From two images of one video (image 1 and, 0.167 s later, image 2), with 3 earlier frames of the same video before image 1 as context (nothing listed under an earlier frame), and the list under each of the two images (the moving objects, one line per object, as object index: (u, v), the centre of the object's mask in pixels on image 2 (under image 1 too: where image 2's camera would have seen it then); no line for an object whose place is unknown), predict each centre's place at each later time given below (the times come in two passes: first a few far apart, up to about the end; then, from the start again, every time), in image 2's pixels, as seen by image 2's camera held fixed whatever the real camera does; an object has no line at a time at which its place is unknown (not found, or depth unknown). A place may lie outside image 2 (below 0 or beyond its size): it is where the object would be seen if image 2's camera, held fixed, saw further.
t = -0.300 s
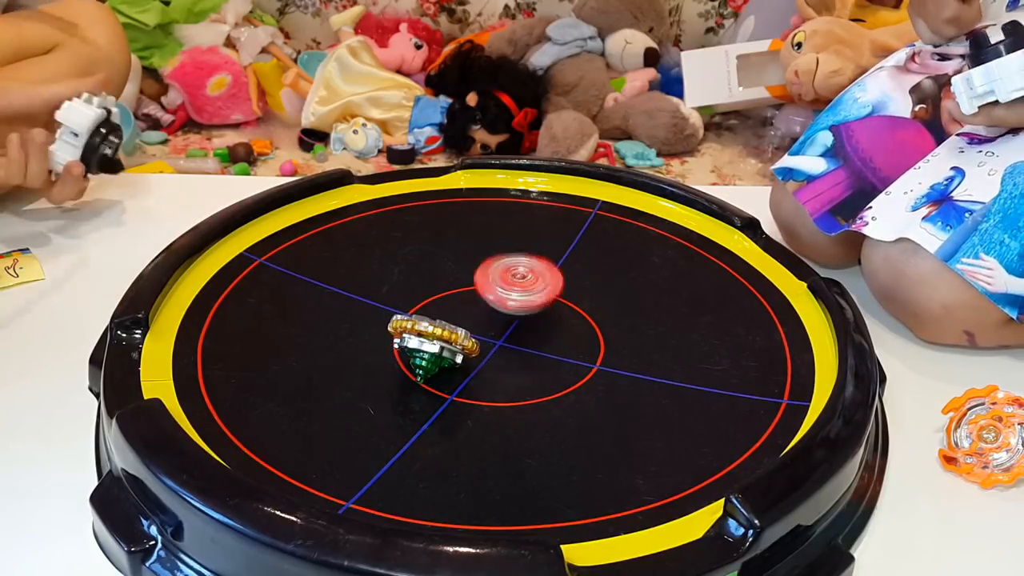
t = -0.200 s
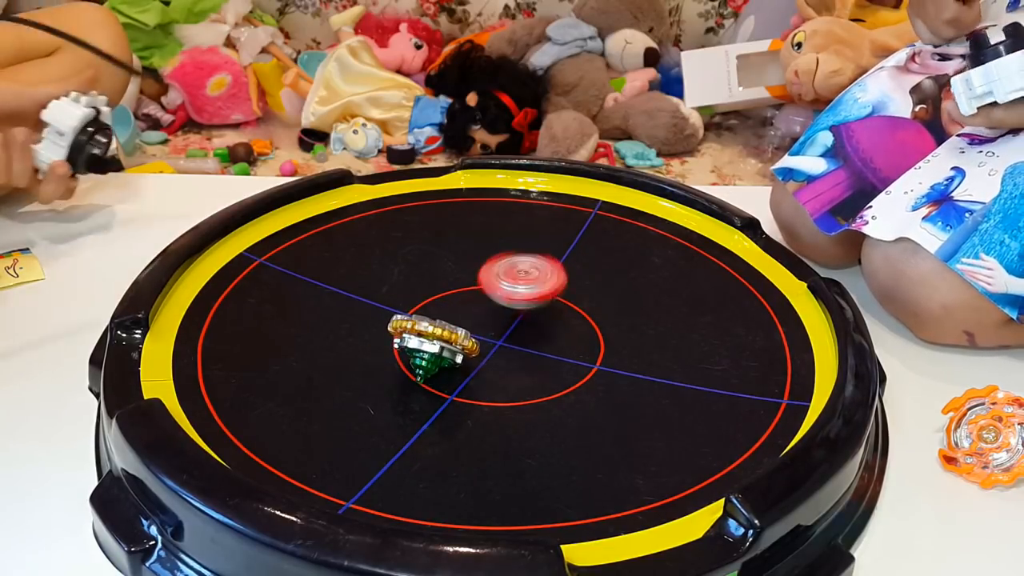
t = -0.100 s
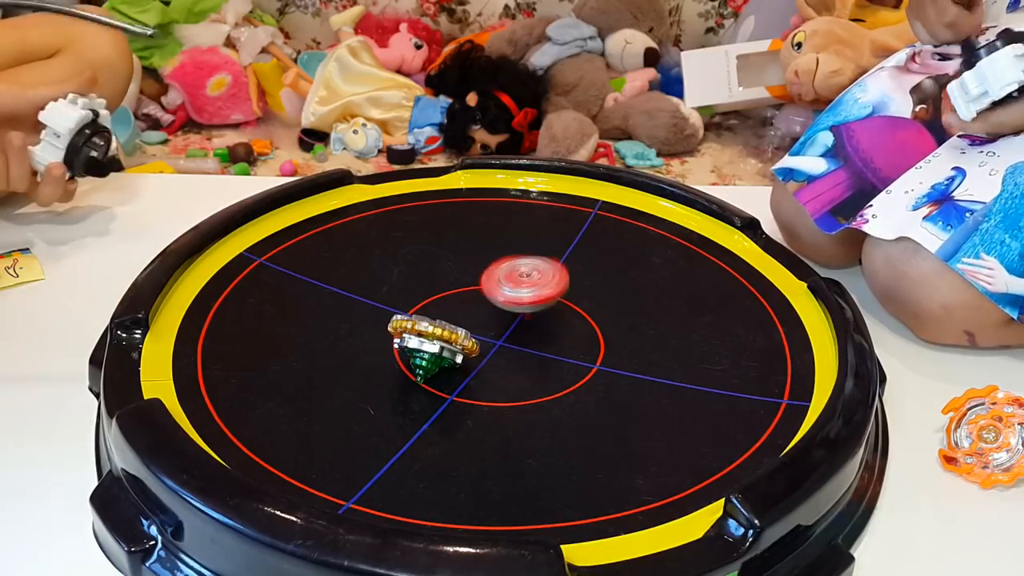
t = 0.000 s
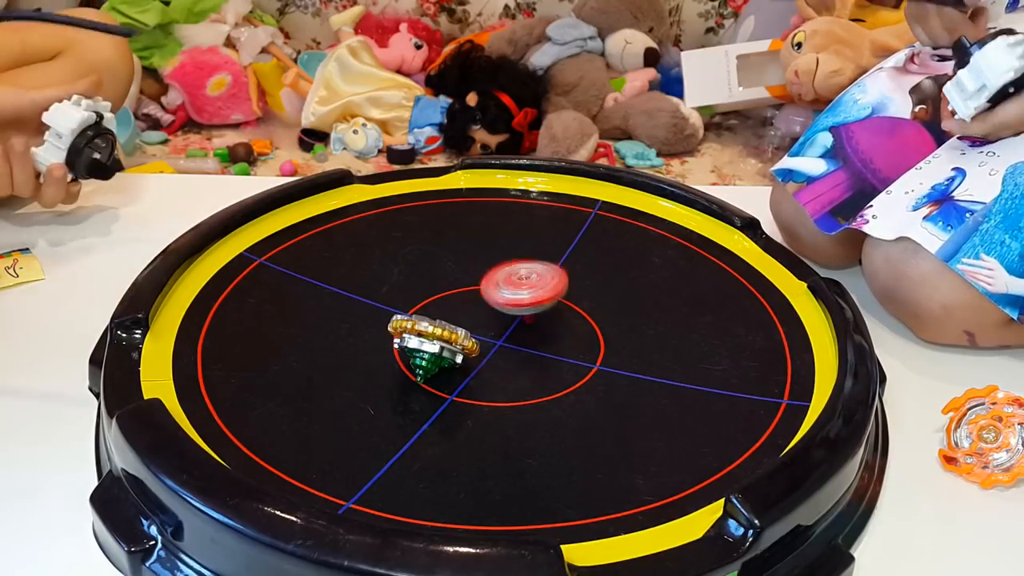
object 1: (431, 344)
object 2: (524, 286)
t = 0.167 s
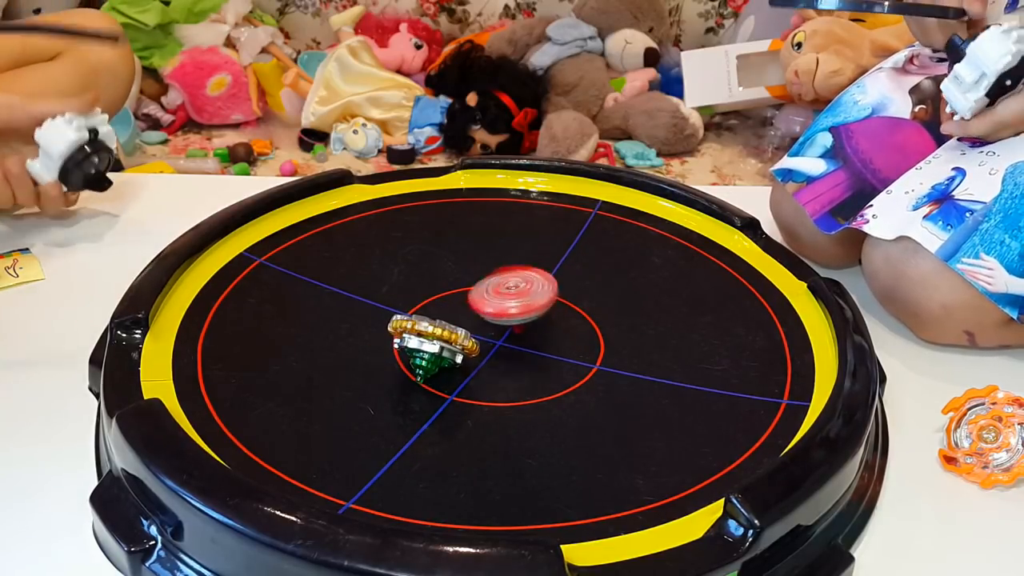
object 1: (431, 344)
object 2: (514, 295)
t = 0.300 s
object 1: (431, 344)
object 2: (504, 300)
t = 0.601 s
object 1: (431, 344)
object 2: (479, 294)
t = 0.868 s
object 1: (431, 344)
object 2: (477, 292)
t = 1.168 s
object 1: (431, 344)
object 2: (494, 305)
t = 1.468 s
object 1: (423, 344)
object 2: (506, 319)
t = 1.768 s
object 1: (410, 341)
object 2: (566, 347)
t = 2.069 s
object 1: (410, 341)
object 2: (608, 339)
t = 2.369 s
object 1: (410, 341)
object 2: (609, 333)
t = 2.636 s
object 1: (410, 341)
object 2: (596, 319)
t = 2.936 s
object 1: (411, 341)
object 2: (552, 330)
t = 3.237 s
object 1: (411, 341)
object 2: (557, 343)
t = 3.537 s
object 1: (411, 341)
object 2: (551, 327)
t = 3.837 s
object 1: (411, 341)
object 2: (550, 329)
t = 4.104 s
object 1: (411, 341)
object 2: (550, 328)
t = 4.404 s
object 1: (411, 341)
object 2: (549, 329)
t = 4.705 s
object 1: (411, 341)
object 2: (552, 325)
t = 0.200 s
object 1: (431, 344)
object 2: (510, 297)
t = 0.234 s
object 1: (431, 344)
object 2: (507, 298)
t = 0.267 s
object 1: (431, 344)
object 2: (505, 299)
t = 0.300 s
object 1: (431, 344)
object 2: (504, 300)
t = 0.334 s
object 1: (431, 344)
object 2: (501, 301)
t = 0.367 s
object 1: (431, 344)
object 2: (497, 300)
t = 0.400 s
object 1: (431, 344)
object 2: (494, 300)
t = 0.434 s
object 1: (431, 344)
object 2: (492, 299)
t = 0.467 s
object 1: (431, 344)
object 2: (488, 298)
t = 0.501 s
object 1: (431, 344)
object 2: (484, 297)
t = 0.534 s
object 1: (431, 344)
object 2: (479, 296)
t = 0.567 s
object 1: (431, 344)
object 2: (478, 295)
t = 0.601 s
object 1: (431, 344)
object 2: (479, 294)
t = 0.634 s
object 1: (431, 344)
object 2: (477, 294)
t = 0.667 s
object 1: (431, 344)
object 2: (475, 293)
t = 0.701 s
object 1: (431, 344)
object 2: (475, 291)
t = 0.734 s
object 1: (431, 344)
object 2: (474, 291)
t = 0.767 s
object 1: (431, 344)
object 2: (476, 289)
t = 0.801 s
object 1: (431, 344)
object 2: (480, 290)
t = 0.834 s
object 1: (431, 344)
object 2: (478, 292)
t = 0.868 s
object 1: (431, 344)
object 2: (477, 292)
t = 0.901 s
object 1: (431, 344)
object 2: (479, 291)
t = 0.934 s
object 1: (431, 344)
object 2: (482, 293)
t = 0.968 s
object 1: (431, 344)
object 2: (486, 295)
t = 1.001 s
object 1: (431, 344)
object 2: (488, 296)
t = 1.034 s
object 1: (431, 344)
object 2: (488, 298)
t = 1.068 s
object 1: (431, 344)
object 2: (490, 299)
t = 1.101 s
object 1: (431, 344)
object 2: (492, 301)
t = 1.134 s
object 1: (431, 344)
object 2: (493, 303)
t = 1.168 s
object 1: (431, 344)
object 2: (494, 305)
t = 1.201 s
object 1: (431, 344)
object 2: (494, 307)
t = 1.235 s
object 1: (431, 344)
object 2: (493, 308)
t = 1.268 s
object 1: (430, 344)
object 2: (495, 309)
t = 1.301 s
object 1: (430, 344)
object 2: (495, 310)
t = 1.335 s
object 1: (428, 344)
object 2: (496, 311)
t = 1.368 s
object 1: (426, 345)
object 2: (501, 310)
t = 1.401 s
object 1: (426, 345)
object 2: (504, 312)
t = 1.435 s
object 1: (426, 345)
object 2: (506, 316)
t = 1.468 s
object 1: (423, 344)
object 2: (506, 319)
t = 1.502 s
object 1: (414, 343)
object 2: (514, 325)
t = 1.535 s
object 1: (408, 341)
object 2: (521, 330)
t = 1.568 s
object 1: (408, 341)
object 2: (530, 331)
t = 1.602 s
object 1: (410, 341)
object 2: (537, 336)
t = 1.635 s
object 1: (410, 341)
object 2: (544, 338)
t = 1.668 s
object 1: (410, 341)
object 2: (550, 340)
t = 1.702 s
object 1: (410, 341)
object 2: (556, 342)
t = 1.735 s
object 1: (410, 341)
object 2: (561, 345)
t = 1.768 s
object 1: (410, 341)
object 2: (566, 347)
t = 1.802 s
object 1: (410, 341)
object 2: (572, 349)
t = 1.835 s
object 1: (410, 341)
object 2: (579, 349)
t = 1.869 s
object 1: (410, 341)
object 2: (586, 349)
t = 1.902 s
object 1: (410, 341)
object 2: (593, 348)
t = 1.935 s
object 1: (410, 341)
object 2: (598, 347)
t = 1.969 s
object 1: (410, 341)
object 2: (601, 345)
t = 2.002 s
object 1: (410, 341)
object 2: (604, 343)
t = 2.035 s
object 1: (410, 341)
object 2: (606, 341)
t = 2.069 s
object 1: (410, 341)
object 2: (608, 339)
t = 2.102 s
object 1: (411, 341)
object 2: (608, 338)
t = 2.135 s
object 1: (410, 341)
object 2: (609, 337)
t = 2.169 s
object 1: (410, 341)
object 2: (609, 337)
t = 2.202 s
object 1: (411, 341)
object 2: (609, 336)
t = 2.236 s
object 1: (411, 341)
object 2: (609, 336)
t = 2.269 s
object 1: (411, 341)
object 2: (609, 335)
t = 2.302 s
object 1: (411, 341)
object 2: (609, 335)
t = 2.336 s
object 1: (411, 341)
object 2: (609, 334)
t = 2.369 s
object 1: (410, 341)
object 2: (609, 333)
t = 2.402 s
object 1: (410, 341)
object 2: (609, 333)
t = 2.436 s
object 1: (411, 341)
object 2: (609, 331)
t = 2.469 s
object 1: (410, 341)
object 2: (608, 330)
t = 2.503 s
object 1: (410, 341)
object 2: (606, 328)
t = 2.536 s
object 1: (411, 341)
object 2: (604, 326)
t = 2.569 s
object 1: (411, 341)
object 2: (602, 324)
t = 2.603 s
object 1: (410, 341)
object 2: (599, 322)
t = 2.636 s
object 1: (410, 341)
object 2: (596, 319)
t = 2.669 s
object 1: (410, 341)
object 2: (593, 317)
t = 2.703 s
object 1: (410, 341)
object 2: (587, 315)
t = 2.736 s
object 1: (410, 341)
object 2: (581, 315)
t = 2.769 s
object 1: (410, 341)
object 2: (575, 315)
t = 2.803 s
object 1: (410, 341)
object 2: (568, 317)
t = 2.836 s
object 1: (410, 341)
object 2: (562, 320)
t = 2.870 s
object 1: (410, 341)
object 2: (558, 323)
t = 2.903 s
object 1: (411, 341)
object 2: (554, 327)
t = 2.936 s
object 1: (411, 341)
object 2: (552, 330)
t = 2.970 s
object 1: (411, 341)
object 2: (551, 333)
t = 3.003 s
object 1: (411, 341)
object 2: (552, 337)
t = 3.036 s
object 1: (411, 341)
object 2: (553, 340)
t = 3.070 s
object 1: (411, 341)
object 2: (555, 342)
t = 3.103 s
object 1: (411, 341)
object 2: (556, 343)
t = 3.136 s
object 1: (411, 341)
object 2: (558, 344)
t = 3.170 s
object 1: (411, 341)
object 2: (558, 344)
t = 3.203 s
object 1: (411, 341)
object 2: (558, 344)
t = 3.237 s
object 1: (411, 341)
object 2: (557, 343)
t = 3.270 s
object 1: (411, 341)
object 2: (557, 343)
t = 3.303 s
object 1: (411, 341)
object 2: (555, 342)
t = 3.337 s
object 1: (411, 341)
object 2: (553, 340)
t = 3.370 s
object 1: (411, 341)
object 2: (551, 338)
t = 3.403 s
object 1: (411, 341)
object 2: (550, 336)
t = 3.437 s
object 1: (411, 341)
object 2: (550, 335)
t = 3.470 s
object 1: (411, 341)
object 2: (550, 332)
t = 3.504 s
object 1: (411, 341)
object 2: (550, 330)
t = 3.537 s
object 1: (411, 341)
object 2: (551, 327)
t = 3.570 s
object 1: (411, 341)
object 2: (554, 329)
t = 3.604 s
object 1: (411, 341)
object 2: (557, 328)
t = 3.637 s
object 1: (411, 341)
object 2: (558, 327)
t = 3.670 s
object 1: (411, 341)
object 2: (559, 327)
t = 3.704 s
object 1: (411, 341)
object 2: (558, 327)
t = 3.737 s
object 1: (411, 341)
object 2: (557, 328)
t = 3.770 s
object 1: (411, 341)
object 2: (555, 329)
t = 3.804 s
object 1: (411, 341)
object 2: (553, 330)
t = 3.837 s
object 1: (411, 341)
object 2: (550, 329)
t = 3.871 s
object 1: (411, 341)
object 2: (549, 332)
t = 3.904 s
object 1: (411, 341)
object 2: (549, 333)
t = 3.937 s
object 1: (411, 341)
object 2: (549, 333)
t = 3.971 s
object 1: (411, 341)
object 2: (549, 333)
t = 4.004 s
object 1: (411, 341)
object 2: (549, 333)
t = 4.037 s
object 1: (411, 341)
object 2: (549, 332)
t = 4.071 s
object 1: (411, 341)
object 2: (549, 330)
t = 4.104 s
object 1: (411, 341)
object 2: (550, 328)
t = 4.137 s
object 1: (411, 341)
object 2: (551, 327)
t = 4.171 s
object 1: (411, 341)
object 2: (553, 325)
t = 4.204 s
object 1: (411, 341)
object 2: (556, 327)
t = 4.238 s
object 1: (411, 341)
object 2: (557, 327)
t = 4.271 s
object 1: (411, 341)
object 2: (556, 328)
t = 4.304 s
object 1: (411, 341)
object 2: (552, 325)
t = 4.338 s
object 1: (411, 341)
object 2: (551, 327)
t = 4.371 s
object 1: (411, 341)
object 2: (550, 328)
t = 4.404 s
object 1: (411, 341)
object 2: (549, 329)
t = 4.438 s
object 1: (411, 341)
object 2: (549, 331)
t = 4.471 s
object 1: (411, 341)
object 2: (548, 332)
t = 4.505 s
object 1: (411, 341)
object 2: (548, 332)
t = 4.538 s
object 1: (411, 341)
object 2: (548, 332)
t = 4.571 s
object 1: (411, 341)
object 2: (549, 330)
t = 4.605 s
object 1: (411, 341)
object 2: (549, 328)
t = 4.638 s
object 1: (411, 341)
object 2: (550, 327)
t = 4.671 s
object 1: (411, 341)
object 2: (551, 326)
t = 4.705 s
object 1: (411, 341)
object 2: (552, 325)
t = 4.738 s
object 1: (411, 341)
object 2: (553, 324)
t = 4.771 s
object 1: (411, 341)
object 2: (553, 324)
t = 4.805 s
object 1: (411, 341)
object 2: (553, 324)
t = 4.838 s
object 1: (411, 341)
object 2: (552, 325)
